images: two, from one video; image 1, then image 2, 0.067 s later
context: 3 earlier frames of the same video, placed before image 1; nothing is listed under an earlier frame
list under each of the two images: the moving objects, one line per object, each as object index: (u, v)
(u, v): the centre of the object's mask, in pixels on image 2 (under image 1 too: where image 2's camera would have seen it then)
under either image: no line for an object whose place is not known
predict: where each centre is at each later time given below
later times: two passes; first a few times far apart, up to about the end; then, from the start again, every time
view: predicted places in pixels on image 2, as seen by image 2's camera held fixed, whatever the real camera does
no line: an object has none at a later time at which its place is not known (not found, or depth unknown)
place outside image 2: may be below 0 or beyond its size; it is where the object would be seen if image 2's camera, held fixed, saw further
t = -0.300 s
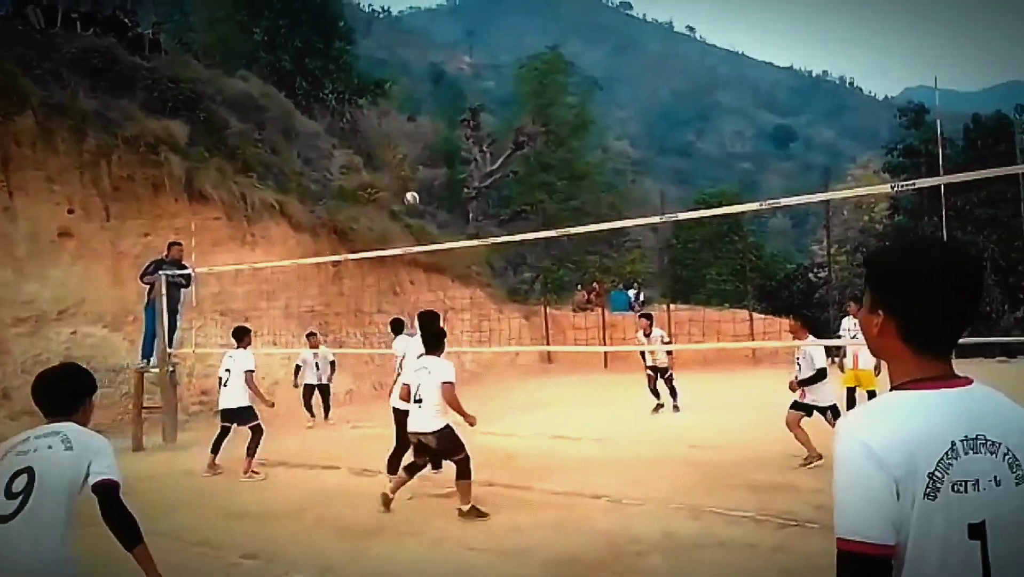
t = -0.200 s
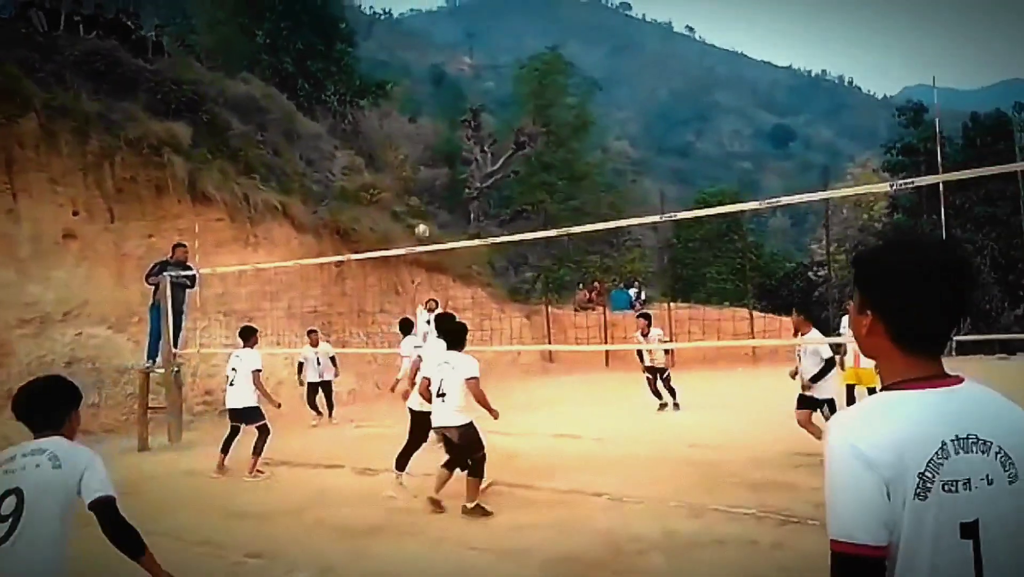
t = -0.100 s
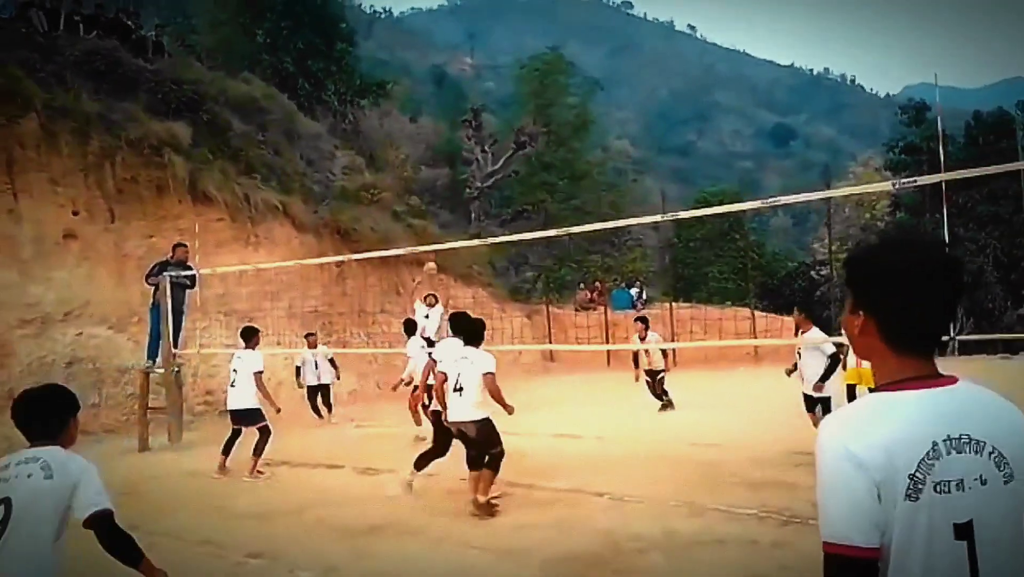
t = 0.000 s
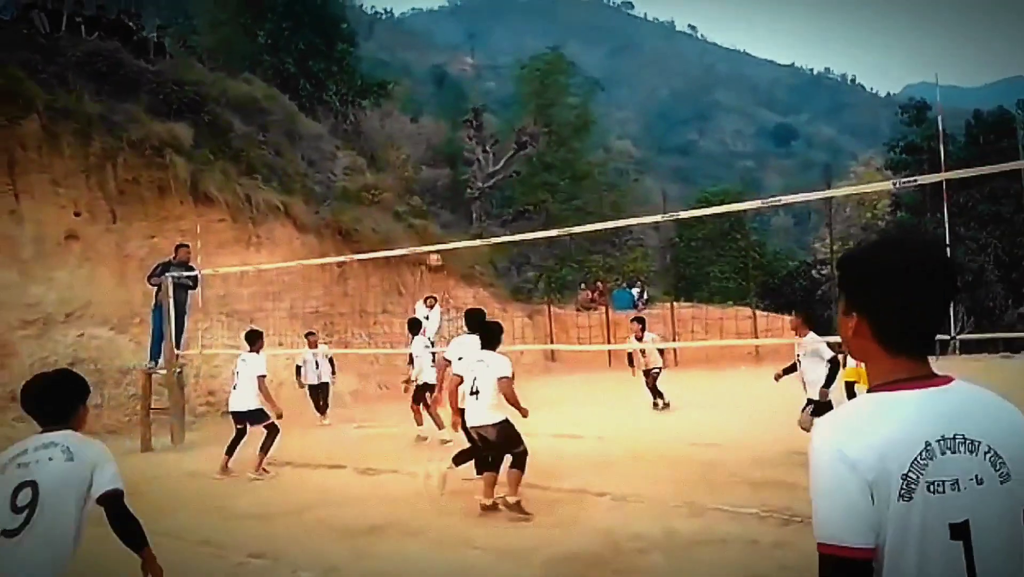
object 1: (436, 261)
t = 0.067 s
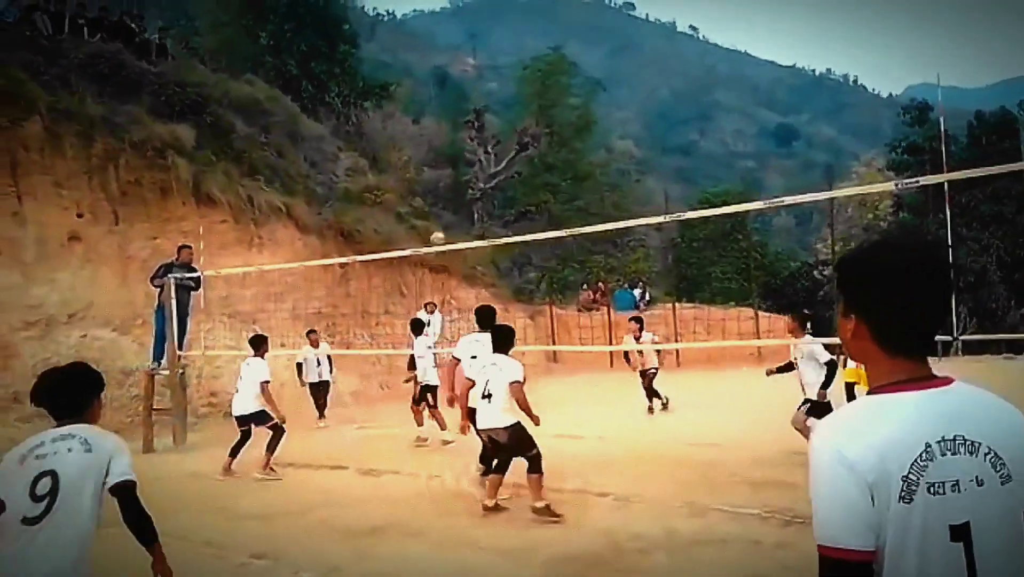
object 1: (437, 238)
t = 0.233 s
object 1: (441, 193)
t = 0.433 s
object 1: (448, 162)
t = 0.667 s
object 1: (458, 160)
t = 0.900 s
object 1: (470, 196)
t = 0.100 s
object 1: (438, 228)
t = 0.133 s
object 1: (439, 218)
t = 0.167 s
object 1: (439, 209)
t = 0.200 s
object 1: (440, 201)
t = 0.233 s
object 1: (441, 193)
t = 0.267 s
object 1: (442, 186)
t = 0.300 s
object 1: (443, 180)
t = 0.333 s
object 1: (444, 174)
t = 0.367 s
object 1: (445, 169)
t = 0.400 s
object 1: (446, 165)
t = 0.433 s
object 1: (448, 162)
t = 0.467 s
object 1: (449, 159)
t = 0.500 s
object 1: (450, 157)
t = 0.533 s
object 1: (452, 156)
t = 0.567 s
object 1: (454, 156)
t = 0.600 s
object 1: (455, 157)
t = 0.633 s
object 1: (457, 158)
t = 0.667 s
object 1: (458, 160)
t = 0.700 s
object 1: (459, 163)
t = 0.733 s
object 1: (461, 166)
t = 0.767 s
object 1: (462, 170)
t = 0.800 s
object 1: (464, 175)
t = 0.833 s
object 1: (466, 181)
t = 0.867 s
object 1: (468, 188)
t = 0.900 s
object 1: (470, 196)
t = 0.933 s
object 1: (472, 204)
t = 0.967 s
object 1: (474, 214)
